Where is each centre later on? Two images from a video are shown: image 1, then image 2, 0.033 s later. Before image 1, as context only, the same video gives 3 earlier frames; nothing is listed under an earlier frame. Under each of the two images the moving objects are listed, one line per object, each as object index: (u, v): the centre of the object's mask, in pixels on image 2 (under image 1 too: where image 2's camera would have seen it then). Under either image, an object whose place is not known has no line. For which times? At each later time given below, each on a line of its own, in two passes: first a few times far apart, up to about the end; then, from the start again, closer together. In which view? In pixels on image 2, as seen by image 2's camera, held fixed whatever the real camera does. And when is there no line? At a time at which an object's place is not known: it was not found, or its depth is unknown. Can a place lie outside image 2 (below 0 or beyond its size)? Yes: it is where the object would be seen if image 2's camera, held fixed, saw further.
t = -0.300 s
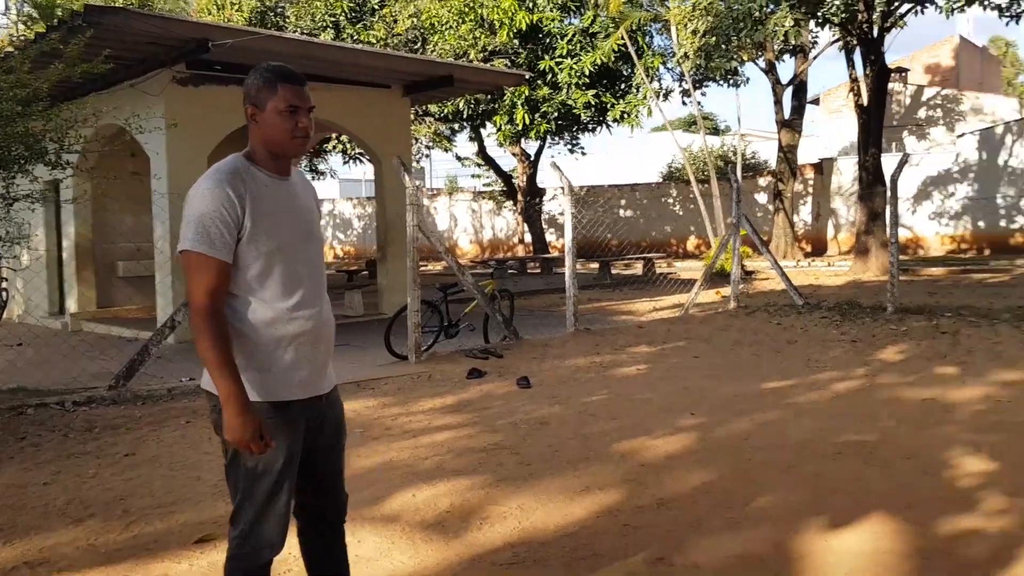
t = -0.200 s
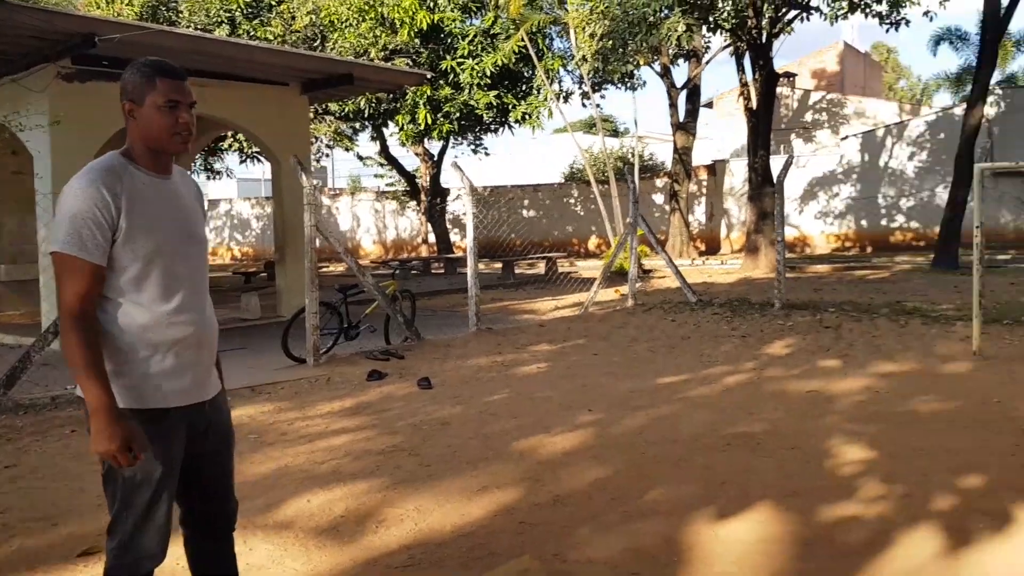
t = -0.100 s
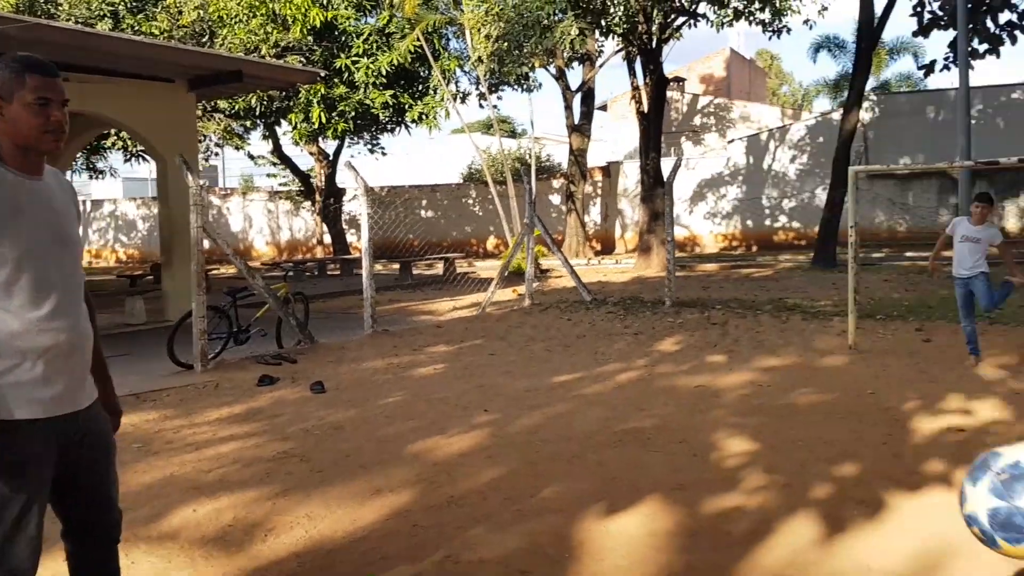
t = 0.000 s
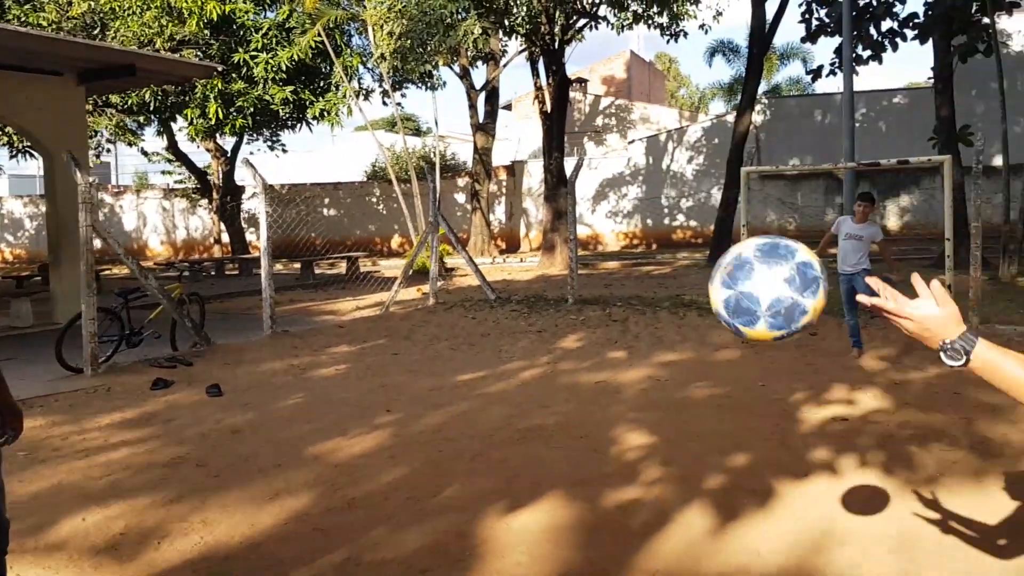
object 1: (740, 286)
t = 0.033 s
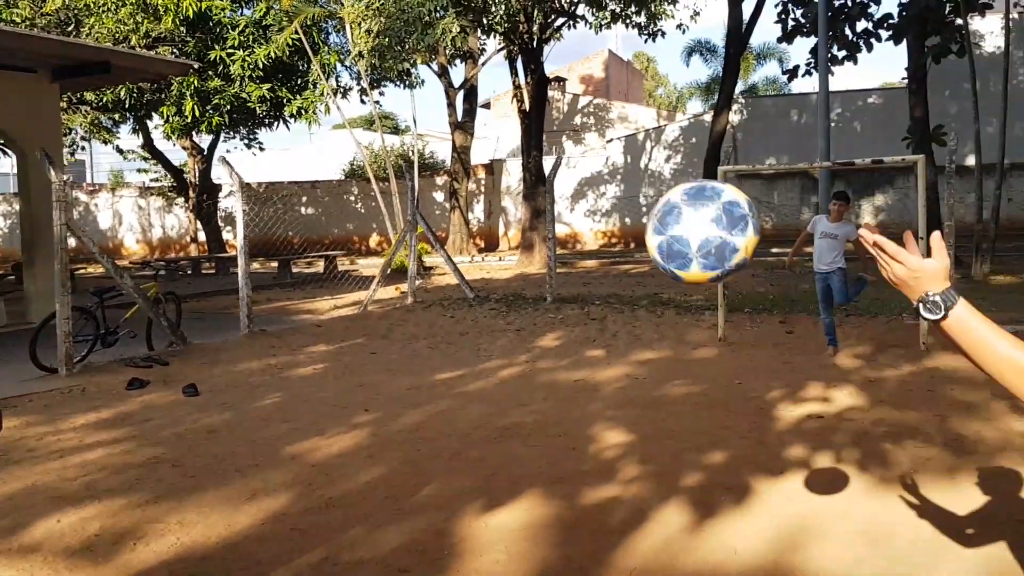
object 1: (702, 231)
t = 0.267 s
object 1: (441, 28)
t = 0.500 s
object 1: (224, 52)
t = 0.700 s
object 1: (103, 264)
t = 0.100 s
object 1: (621, 141)
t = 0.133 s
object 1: (583, 102)
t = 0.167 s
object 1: (546, 71)
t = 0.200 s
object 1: (510, 47)
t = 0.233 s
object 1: (475, 35)
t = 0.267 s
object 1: (441, 28)
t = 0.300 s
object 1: (406, 24)
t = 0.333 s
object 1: (373, 22)
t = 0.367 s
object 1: (341, 23)
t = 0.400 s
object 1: (312, 26)
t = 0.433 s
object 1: (282, 31)
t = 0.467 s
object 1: (252, 39)
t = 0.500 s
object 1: (224, 52)
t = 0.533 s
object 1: (196, 76)
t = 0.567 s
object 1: (170, 106)
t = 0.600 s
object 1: (144, 139)
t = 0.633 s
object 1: (124, 177)
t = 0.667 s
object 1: (113, 218)
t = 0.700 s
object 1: (103, 264)
